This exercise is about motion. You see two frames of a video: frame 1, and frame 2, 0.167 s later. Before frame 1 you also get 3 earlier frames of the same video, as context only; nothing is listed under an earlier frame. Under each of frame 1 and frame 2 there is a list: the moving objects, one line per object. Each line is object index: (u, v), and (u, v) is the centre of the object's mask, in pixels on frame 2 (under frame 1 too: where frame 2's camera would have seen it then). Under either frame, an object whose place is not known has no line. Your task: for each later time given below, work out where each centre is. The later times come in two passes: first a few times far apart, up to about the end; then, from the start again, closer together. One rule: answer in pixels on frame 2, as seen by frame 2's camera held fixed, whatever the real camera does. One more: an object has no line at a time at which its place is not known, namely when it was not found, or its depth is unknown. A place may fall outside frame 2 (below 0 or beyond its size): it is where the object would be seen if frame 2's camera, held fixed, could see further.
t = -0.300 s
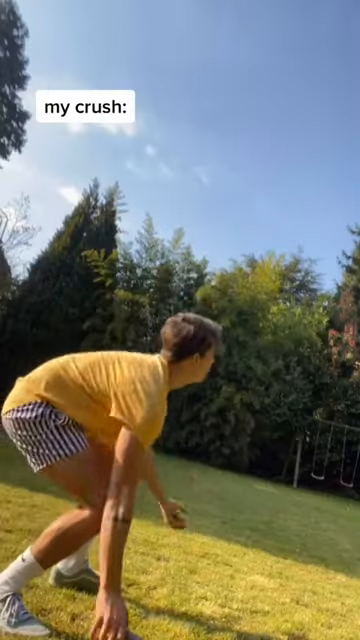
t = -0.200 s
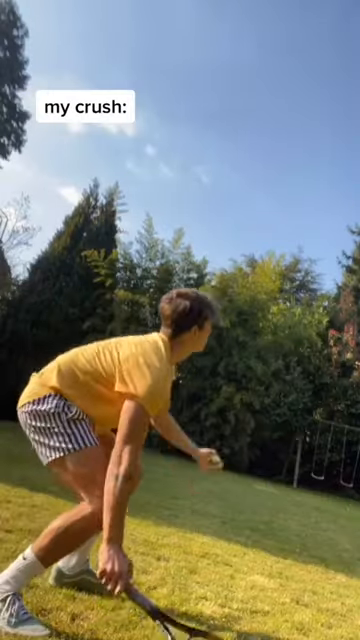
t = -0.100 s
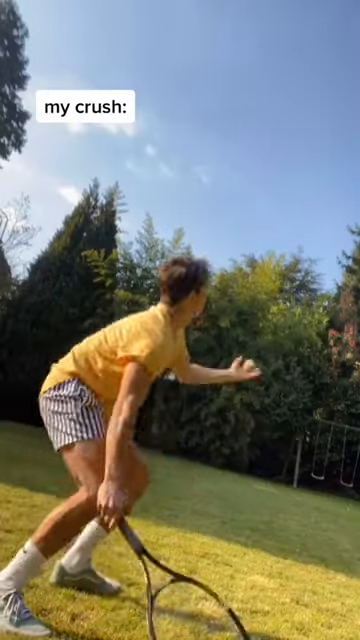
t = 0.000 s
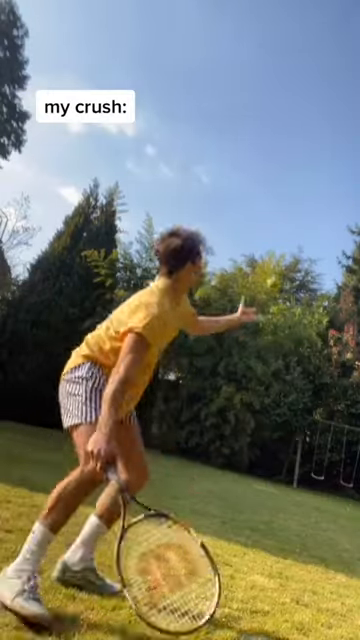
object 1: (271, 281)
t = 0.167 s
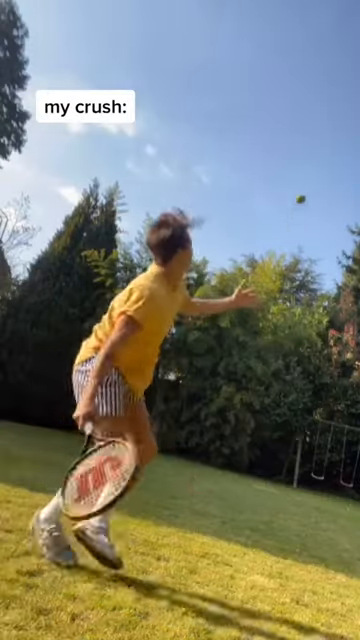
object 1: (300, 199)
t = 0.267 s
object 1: (311, 172)
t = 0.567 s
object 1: (325, 173)
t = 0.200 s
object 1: (305, 187)
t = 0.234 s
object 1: (308, 179)
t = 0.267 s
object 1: (311, 172)
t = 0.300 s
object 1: (314, 166)
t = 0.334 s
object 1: (316, 162)
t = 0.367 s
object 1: (319, 159)
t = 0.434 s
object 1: (322, 159)
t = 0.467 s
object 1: (324, 160)
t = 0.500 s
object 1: (325, 163)
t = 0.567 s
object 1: (325, 173)
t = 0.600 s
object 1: (325, 180)
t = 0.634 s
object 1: (326, 188)
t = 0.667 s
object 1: (325, 198)
